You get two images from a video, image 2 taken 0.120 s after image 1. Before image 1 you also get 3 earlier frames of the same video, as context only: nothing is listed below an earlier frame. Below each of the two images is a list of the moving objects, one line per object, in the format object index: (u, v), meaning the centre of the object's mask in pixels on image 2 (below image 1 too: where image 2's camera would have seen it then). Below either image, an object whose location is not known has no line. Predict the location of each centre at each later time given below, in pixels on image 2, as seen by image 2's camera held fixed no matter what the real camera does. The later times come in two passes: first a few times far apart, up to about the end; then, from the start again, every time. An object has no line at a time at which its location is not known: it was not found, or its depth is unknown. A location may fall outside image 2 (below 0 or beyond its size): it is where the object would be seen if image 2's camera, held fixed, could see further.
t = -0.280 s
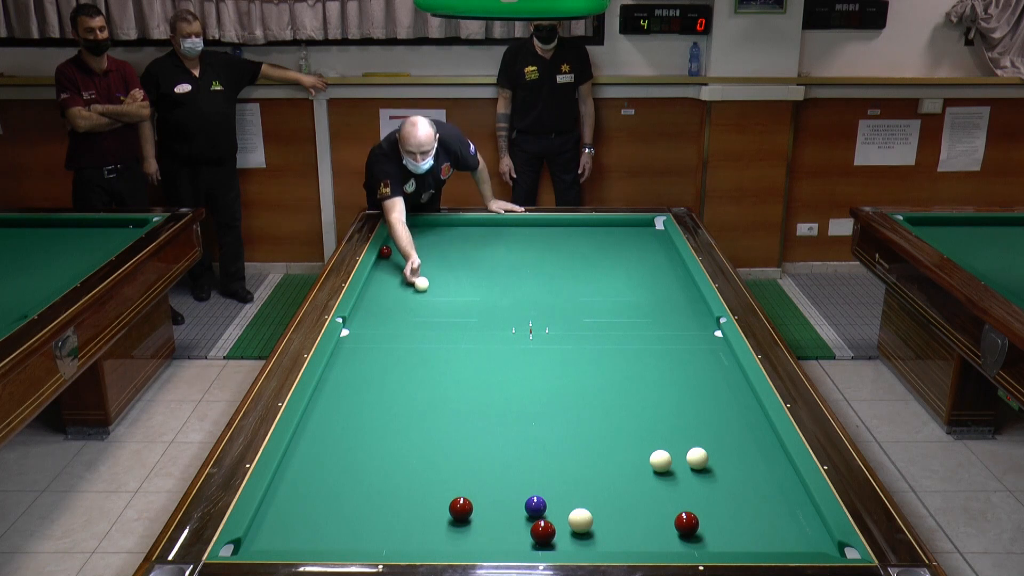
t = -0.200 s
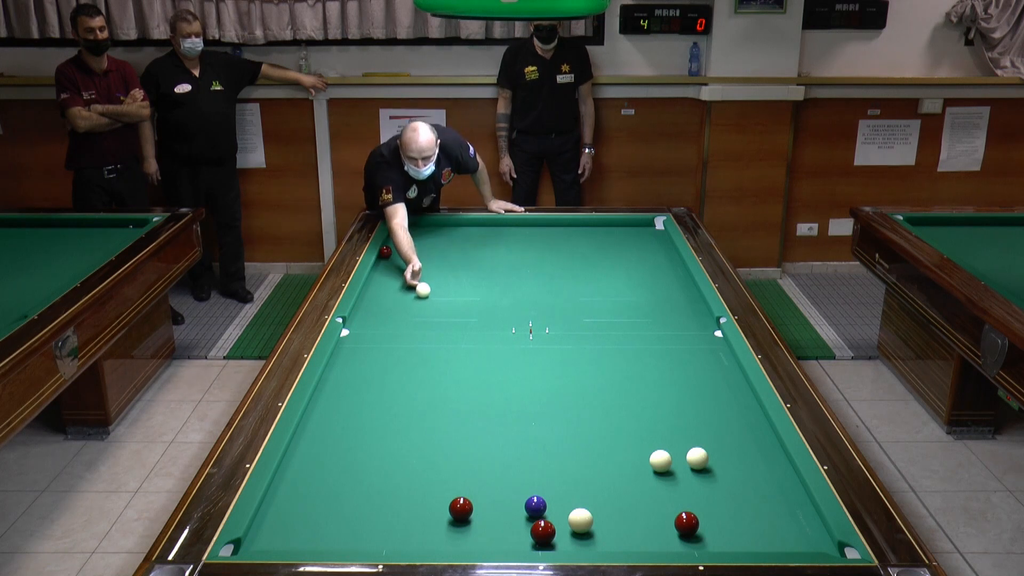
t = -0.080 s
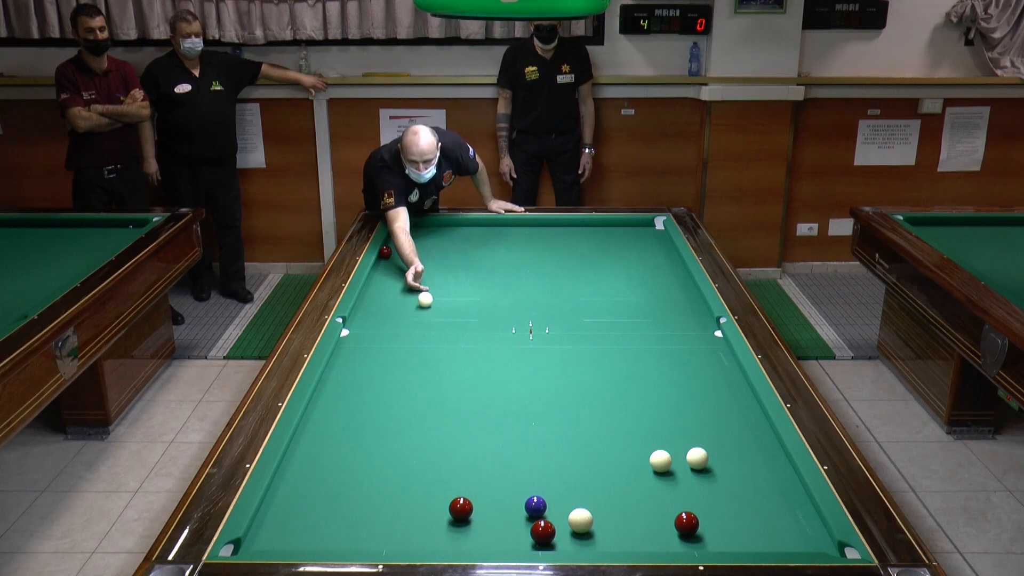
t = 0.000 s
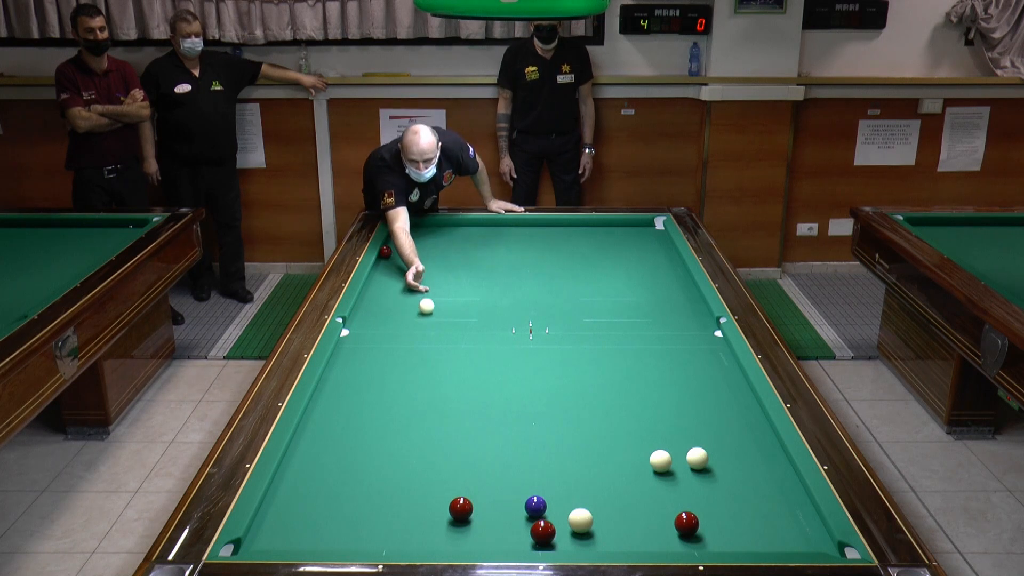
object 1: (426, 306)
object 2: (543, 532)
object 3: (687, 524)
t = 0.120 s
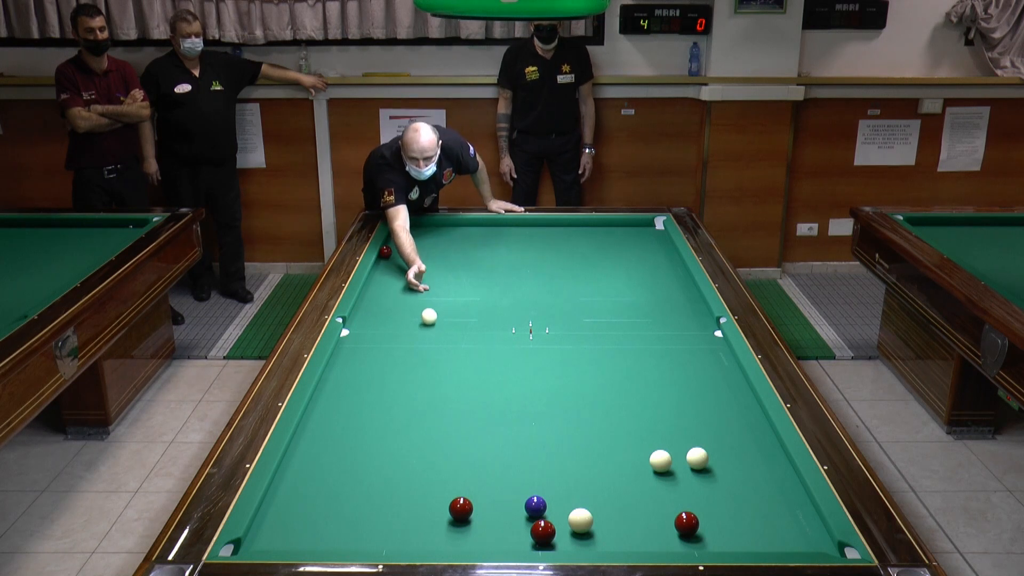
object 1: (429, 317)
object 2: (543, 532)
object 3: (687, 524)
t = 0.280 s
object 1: (432, 331)
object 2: (543, 532)
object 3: (687, 524)
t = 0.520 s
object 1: (438, 356)
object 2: (543, 532)
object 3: (687, 524)
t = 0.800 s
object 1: (445, 387)
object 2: (543, 532)
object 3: (687, 524)
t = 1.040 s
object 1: (453, 418)
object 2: (543, 532)
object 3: (687, 524)
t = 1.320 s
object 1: (463, 460)
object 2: (543, 532)
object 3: (687, 524)
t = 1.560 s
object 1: (476, 497)
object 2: (543, 532)
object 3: (687, 524)
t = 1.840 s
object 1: (515, 518)
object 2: (543, 532)
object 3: (687, 524)
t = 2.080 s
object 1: (525, 527)
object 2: (566, 541)
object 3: (687, 524)
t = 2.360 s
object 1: (532, 535)
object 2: (593, 545)
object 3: (687, 524)
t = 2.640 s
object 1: (538, 540)
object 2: (611, 541)
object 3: (687, 524)
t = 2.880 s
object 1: (543, 544)
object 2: (626, 537)
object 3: (687, 524)
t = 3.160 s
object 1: (548, 545)
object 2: (641, 530)
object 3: (687, 524)
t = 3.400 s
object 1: (550, 544)
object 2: (654, 526)
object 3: (687, 524)
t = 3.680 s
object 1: (552, 543)
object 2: (662, 521)
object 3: (691, 524)
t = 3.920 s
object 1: (554, 542)
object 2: (664, 516)
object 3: (698, 524)
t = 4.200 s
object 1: (554, 542)
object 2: (666, 513)
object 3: (705, 524)
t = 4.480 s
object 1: (555, 541)
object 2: (667, 509)
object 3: (710, 524)
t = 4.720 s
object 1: (555, 541)
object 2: (668, 507)
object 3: (713, 524)
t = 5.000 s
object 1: (555, 541)
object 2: (669, 505)
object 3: (716, 523)
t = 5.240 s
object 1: (555, 541)
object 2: (669, 504)
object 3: (717, 523)
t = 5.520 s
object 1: (555, 541)
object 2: (669, 503)
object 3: (718, 523)
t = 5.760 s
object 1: (555, 541)
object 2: (669, 503)
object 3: (718, 523)
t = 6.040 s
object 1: (555, 541)
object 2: (669, 503)
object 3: (717, 523)
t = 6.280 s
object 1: (555, 541)
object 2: (669, 503)
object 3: (717, 523)
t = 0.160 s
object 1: (430, 320)
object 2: (543, 532)
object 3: (687, 524)
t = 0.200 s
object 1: (430, 324)
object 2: (543, 532)
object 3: (687, 524)
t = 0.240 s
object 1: (431, 328)
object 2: (543, 532)
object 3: (687, 524)
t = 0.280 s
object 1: (432, 331)
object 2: (543, 532)
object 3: (687, 524)
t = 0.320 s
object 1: (433, 335)
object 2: (543, 532)
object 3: (687, 524)
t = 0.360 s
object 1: (434, 339)
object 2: (543, 532)
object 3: (687, 524)
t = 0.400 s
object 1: (435, 343)
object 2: (543, 532)
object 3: (687, 524)
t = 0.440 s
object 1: (436, 347)
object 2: (543, 532)
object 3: (687, 524)
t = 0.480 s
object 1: (437, 351)
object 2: (543, 532)
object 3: (687, 524)
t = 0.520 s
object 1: (438, 356)
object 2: (543, 532)
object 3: (687, 524)
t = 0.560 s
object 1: (439, 360)
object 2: (543, 532)
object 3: (687, 524)
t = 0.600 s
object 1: (440, 364)
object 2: (543, 532)
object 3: (687, 524)
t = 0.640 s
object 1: (441, 369)
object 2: (543, 532)
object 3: (687, 524)
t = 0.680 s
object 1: (442, 373)
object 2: (543, 532)
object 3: (687, 524)
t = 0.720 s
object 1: (443, 378)
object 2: (543, 532)
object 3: (687, 524)
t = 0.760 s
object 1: (444, 383)
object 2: (543, 532)
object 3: (687, 524)
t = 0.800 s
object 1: (445, 387)
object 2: (543, 532)
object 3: (687, 524)
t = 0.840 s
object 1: (446, 392)
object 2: (543, 532)
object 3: (687, 524)
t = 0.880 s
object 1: (448, 397)
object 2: (543, 532)
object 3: (687, 524)
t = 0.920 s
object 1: (449, 402)
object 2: (543, 532)
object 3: (687, 524)
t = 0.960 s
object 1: (450, 408)
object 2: (543, 532)
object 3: (687, 524)
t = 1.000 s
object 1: (451, 413)
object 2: (543, 532)
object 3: (687, 524)
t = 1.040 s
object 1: (453, 418)
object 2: (543, 532)
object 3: (687, 524)
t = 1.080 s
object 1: (454, 424)
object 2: (543, 532)
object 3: (687, 524)
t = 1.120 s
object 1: (456, 429)
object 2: (543, 532)
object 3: (687, 524)
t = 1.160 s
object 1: (457, 435)
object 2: (543, 532)
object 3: (687, 524)
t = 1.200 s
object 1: (458, 441)
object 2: (543, 532)
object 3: (687, 524)
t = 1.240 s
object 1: (460, 448)
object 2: (543, 532)
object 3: (687, 524)
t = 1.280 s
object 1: (461, 454)
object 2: (543, 532)
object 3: (687, 524)
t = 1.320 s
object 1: (463, 460)
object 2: (543, 532)
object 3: (687, 524)
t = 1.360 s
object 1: (465, 466)
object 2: (543, 532)
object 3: (687, 524)
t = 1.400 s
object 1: (466, 473)
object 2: (543, 532)
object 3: (687, 524)
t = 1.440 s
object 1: (468, 479)
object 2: (543, 532)
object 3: (687, 524)
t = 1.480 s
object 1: (470, 486)
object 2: (543, 532)
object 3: (687, 524)
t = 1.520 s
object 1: (472, 492)
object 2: (543, 532)
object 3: (687, 524)
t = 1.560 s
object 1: (476, 497)
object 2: (543, 532)
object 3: (687, 524)
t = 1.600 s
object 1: (482, 500)
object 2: (543, 532)
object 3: (687, 524)
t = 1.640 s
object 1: (487, 502)
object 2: (543, 532)
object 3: (686, 524)
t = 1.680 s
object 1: (493, 505)
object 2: (543, 532)
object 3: (686, 524)
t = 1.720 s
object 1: (499, 508)
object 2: (543, 532)
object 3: (687, 524)
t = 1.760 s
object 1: (504, 512)
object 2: (543, 532)
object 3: (687, 524)
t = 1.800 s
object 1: (509, 515)
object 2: (543, 532)
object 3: (687, 524)
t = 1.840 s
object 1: (515, 518)
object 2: (543, 532)
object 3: (687, 524)
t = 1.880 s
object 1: (520, 521)
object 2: (543, 532)
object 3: (686, 524)
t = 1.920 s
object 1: (522, 523)
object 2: (547, 533)
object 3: (687, 524)
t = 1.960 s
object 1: (522, 524)
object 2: (553, 536)
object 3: (687, 524)
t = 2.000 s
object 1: (523, 525)
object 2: (557, 538)
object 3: (687, 524)
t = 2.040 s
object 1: (524, 526)
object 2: (562, 539)
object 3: (687, 524)
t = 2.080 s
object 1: (525, 527)
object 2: (566, 541)
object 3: (687, 524)
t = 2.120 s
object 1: (526, 529)
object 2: (570, 542)
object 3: (687, 524)
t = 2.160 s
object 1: (527, 529)
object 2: (575, 543)
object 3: (687, 524)
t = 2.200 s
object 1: (528, 531)
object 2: (579, 544)
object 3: (687, 524)
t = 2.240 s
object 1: (529, 532)
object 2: (584, 545)
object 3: (687, 523)
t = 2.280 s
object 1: (530, 533)
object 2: (588, 545)
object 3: (687, 524)
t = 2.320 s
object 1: (531, 534)
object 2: (590, 545)
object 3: (687, 524)
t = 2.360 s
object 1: (532, 535)
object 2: (593, 545)
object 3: (687, 524)
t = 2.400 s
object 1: (533, 536)
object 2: (596, 544)
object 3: (687, 524)
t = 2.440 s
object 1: (534, 537)
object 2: (598, 543)
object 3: (687, 524)
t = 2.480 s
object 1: (535, 538)
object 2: (601, 543)
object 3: (687, 524)
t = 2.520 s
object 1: (536, 539)
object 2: (604, 542)
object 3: (687, 524)
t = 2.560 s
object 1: (537, 539)
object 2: (606, 542)
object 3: (687, 524)
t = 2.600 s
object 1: (538, 540)
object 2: (609, 541)
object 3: (687, 524)
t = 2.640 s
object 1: (538, 540)
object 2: (611, 541)
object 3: (687, 524)
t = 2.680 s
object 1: (539, 541)
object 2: (614, 540)
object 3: (687, 524)
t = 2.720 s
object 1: (540, 541)
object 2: (616, 539)
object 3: (687, 524)
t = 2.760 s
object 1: (541, 542)
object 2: (619, 539)
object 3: (687, 524)
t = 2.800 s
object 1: (542, 542)
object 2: (621, 538)
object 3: (687, 524)
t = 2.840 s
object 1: (543, 543)
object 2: (624, 537)
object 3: (687, 524)
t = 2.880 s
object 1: (543, 544)
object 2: (626, 537)
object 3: (687, 524)
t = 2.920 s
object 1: (544, 544)
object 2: (628, 536)
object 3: (687, 524)
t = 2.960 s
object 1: (545, 544)
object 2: (630, 534)
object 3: (687, 524)
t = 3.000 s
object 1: (546, 545)
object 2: (633, 534)
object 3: (687, 524)
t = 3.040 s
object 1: (547, 545)
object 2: (635, 533)
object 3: (687, 524)
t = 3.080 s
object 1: (548, 546)
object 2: (637, 532)
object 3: (687, 524)
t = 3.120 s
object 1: (548, 546)
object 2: (639, 531)
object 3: (687, 524)
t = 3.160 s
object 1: (548, 545)
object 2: (641, 530)
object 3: (687, 524)
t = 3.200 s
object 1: (549, 545)
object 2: (644, 529)
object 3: (687, 524)
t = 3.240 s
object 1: (549, 545)
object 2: (646, 528)
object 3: (687, 524)
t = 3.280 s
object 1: (549, 545)
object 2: (648, 528)
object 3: (687, 524)
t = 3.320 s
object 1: (550, 544)
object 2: (650, 527)
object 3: (687, 524)
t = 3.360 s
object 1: (550, 544)
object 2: (652, 526)
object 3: (687, 524)
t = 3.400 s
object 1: (550, 544)
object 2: (654, 526)
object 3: (687, 524)
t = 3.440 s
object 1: (551, 544)
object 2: (656, 525)
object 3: (687, 524)
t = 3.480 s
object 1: (551, 544)
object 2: (658, 524)
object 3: (687, 524)
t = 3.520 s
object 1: (552, 543)
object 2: (660, 524)
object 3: (687, 524)
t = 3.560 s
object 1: (552, 543)
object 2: (661, 523)
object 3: (687, 524)
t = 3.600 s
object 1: (552, 543)
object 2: (662, 522)
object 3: (688, 524)
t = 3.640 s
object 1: (552, 543)
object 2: (662, 521)
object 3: (689, 524)
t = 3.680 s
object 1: (552, 543)
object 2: (662, 521)
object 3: (691, 524)
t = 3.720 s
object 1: (553, 543)
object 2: (663, 520)
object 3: (692, 524)
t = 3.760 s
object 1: (553, 543)
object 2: (663, 519)
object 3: (693, 524)
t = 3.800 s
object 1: (553, 542)
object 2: (663, 519)
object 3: (694, 524)
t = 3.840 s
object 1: (553, 542)
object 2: (664, 518)
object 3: (695, 524)
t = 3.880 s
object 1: (553, 542)
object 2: (664, 517)
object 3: (697, 524)
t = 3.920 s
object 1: (554, 542)
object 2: (664, 516)
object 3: (698, 524)
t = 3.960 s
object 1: (554, 542)
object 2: (665, 516)
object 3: (699, 524)
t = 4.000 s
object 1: (554, 542)
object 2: (665, 515)
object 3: (700, 524)
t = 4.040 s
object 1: (554, 542)
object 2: (665, 515)
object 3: (701, 524)
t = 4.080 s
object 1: (554, 542)
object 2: (665, 514)
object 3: (702, 524)
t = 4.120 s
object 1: (554, 542)
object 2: (666, 514)
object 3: (703, 524)
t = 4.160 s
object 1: (554, 542)
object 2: (666, 513)
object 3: (704, 524)
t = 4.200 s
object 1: (554, 542)
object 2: (666, 513)
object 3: (705, 524)
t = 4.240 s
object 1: (554, 542)
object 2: (666, 512)
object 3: (705, 524)
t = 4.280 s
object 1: (554, 541)
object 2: (667, 512)
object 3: (706, 524)
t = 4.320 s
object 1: (554, 541)
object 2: (667, 511)
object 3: (707, 524)
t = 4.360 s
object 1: (554, 541)
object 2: (667, 511)
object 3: (708, 524)
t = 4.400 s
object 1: (554, 541)
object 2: (667, 510)
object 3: (708, 524)
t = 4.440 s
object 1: (555, 541)
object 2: (667, 510)
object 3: (709, 524)
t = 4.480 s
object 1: (555, 541)
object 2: (667, 509)
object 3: (710, 524)
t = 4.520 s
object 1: (555, 541)
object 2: (668, 509)
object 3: (710, 524)
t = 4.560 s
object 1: (555, 541)
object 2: (668, 508)
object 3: (711, 524)
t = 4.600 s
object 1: (555, 541)
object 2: (668, 508)
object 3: (711, 524)
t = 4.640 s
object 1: (555, 541)
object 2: (668, 508)
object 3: (712, 524)
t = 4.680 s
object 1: (555, 541)
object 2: (668, 507)
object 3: (713, 524)
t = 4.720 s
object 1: (555, 541)
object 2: (668, 507)
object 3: (713, 524)
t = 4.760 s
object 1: (555, 541)
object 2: (668, 507)
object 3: (714, 524)
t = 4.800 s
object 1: (555, 541)
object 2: (668, 506)
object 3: (714, 524)
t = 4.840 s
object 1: (555, 541)
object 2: (669, 506)
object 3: (715, 524)
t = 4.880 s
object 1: (555, 541)
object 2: (669, 506)
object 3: (715, 524)
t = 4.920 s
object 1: (555, 541)
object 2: (669, 506)
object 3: (715, 523)
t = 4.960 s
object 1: (555, 541)
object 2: (669, 505)
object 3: (716, 523)
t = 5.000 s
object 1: (555, 541)
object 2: (669, 505)
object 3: (716, 523)
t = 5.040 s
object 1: (555, 541)
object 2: (669, 505)
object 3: (716, 523)
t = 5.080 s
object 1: (555, 541)
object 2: (669, 505)
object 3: (716, 523)
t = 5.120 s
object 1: (555, 541)
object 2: (669, 505)
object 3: (717, 523)
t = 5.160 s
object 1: (555, 541)
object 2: (669, 504)
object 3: (717, 523)
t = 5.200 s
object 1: (555, 541)
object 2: (669, 504)
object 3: (717, 523)
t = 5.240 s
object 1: (555, 541)
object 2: (669, 504)
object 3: (717, 523)
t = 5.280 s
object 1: (555, 541)
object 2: (669, 503)
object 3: (717, 523)
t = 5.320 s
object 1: (555, 541)
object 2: (669, 503)
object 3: (718, 523)
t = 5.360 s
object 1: (555, 541)
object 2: (669, 503)
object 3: (718, 523)
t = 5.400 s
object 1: (555, 541)
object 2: (669, 503)
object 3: (718, 523)
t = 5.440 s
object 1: (555, 541)
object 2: (669, 503)
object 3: (718, 523)
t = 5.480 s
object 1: (555, 541)
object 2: (669, 503)
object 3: (718, 523)
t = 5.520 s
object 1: (555, 541)
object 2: (669, 503)
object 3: (718, 523)
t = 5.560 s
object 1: (555, 541)
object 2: (669, 503)
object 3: (718, 523)
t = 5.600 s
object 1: (555, 541)
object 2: (669, 503)
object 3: (718, 522)
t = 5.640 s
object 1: (555, 541)
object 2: (669, 503)
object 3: (718, 523)
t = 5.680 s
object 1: (555, 541)
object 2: (669, 503)
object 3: (718, 523)
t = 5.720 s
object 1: (555, 541)
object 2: (669, 502)
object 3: (718, 522)
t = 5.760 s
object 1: (555, 541)
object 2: (669, 503)
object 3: (718, 523)
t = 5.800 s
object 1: (555, 541)
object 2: (669, 503)
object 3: (718, 523)
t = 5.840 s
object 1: (555, 541)
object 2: (669, 503)
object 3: (718, 522)
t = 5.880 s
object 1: (555, 541)
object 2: (669, 502)
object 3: (717, 523)
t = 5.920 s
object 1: (555, 541)
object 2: (669, 502)
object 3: (717, 523)
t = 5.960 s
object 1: (555, 541)
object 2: (669, 502)
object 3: (717, 523)
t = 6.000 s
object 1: (555, 541)
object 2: (669, 503)
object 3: (717, 522)
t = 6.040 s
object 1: (555, 541)
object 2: (669, 503)
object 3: (717, 523)
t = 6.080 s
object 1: (555, 541)
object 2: (669, 503)
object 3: (717, 523)
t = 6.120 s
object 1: (555, 541)
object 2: (669, 503)
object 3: (717, 523)
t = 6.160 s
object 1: (555, 541)
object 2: (669, 503)
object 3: (717, 523)
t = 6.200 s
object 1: (555, 541)
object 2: (669, 503)
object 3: (717, 523)
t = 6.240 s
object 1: (555, 541)
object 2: (669, 503)
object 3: (717, 523)
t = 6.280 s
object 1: (555, 541)
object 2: (669, 503)
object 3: (717, 523)
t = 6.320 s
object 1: (555, 541)
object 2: (669, 503)
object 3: (717, 523)
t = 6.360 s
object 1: (555, 541)
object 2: (669, 503)
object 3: (717, 523)
